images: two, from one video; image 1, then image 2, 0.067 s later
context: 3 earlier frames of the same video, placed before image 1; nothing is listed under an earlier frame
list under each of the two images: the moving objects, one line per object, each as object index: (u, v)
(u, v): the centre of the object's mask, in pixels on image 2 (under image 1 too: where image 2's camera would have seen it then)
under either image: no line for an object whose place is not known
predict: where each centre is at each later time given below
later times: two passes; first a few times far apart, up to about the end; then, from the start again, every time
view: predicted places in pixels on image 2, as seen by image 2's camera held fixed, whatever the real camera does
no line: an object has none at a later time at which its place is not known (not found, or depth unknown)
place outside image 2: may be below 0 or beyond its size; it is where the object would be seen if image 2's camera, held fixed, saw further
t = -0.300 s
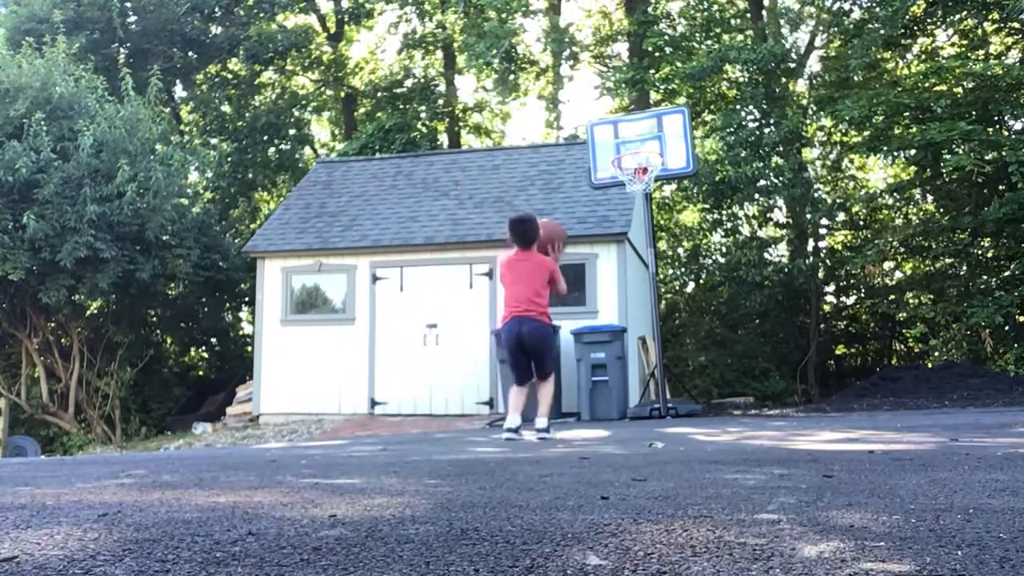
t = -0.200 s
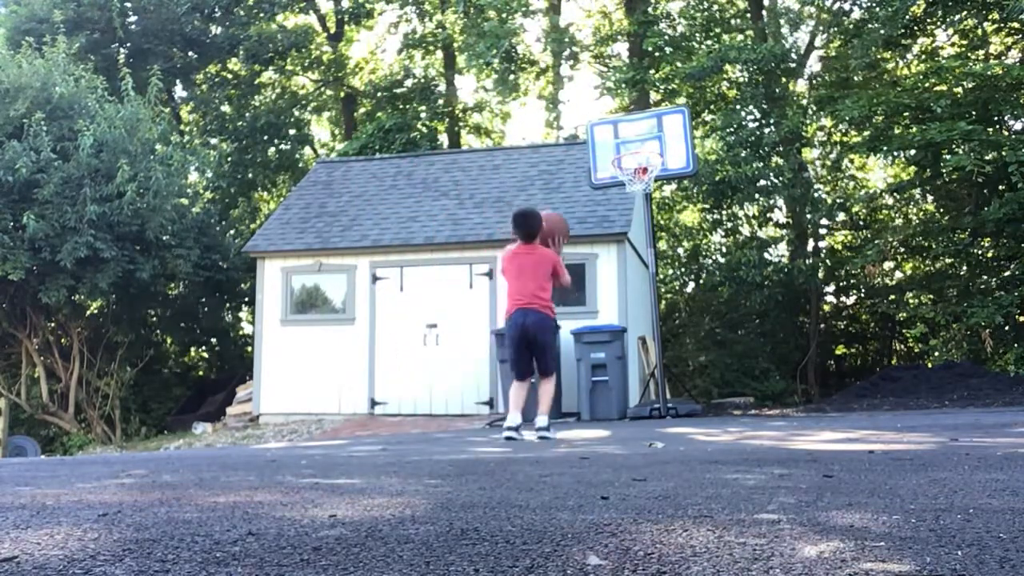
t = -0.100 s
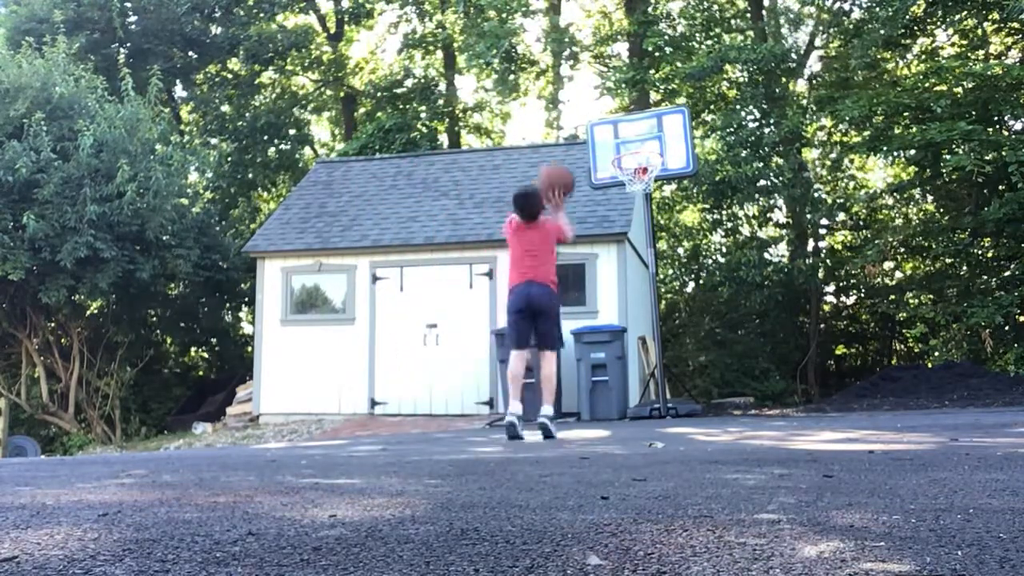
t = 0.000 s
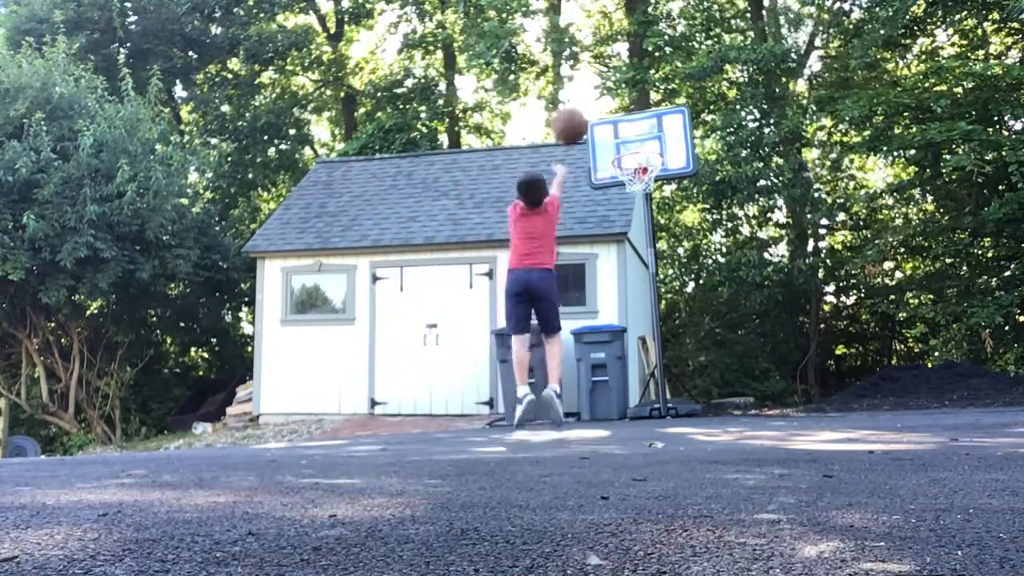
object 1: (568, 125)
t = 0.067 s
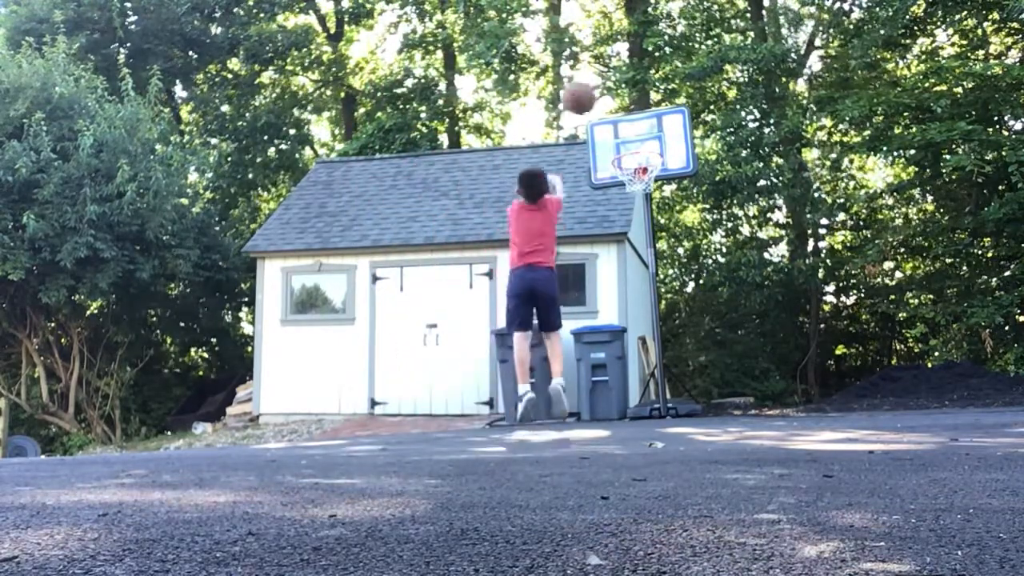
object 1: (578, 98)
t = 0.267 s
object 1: (599, 68)
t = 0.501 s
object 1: (620, 94)
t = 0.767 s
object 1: (621, 156)
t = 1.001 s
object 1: (593, 218)
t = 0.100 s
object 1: (584, 88)
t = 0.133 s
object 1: (586, 81)
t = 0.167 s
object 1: (590, 76)
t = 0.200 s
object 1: (593, 72)
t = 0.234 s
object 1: (596, 70)
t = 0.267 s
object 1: (599, 68)
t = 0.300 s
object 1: (602, 67)
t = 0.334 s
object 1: (605, 69)
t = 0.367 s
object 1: (607, 72)
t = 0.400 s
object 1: (610, 77)
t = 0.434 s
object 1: (614, 81)
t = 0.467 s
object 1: (615, 88)
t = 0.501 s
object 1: (620, 94)
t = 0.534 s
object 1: (622, 102)
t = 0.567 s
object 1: (624, 112)
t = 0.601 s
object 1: (626, 121)
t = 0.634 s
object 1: (627, 132)
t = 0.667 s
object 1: (629, 144)
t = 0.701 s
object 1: (628, 150)
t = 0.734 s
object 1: (625, 152)
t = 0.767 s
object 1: (621, 156)
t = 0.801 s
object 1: (618, 161)
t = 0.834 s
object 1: (614, 167)
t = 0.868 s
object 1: (610, 174)
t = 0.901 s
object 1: (606, 183)
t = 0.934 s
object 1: (601, 193)
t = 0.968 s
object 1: (598, 205)
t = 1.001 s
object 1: (593, 218)
